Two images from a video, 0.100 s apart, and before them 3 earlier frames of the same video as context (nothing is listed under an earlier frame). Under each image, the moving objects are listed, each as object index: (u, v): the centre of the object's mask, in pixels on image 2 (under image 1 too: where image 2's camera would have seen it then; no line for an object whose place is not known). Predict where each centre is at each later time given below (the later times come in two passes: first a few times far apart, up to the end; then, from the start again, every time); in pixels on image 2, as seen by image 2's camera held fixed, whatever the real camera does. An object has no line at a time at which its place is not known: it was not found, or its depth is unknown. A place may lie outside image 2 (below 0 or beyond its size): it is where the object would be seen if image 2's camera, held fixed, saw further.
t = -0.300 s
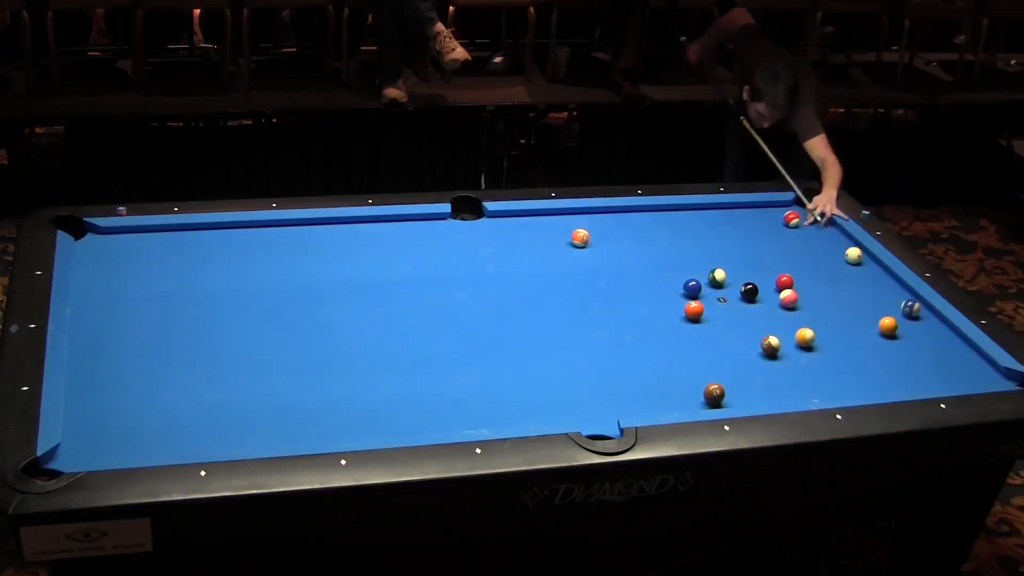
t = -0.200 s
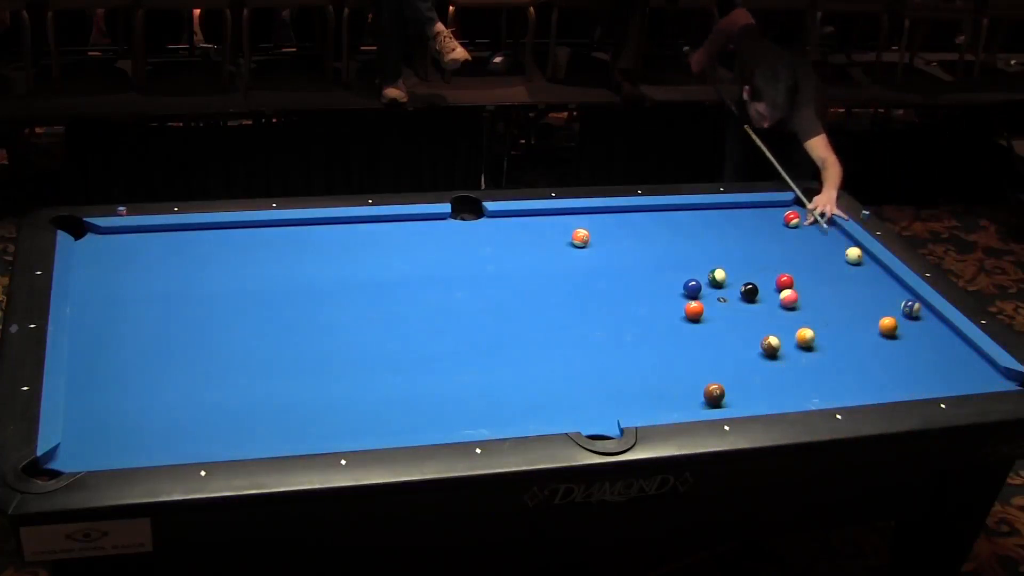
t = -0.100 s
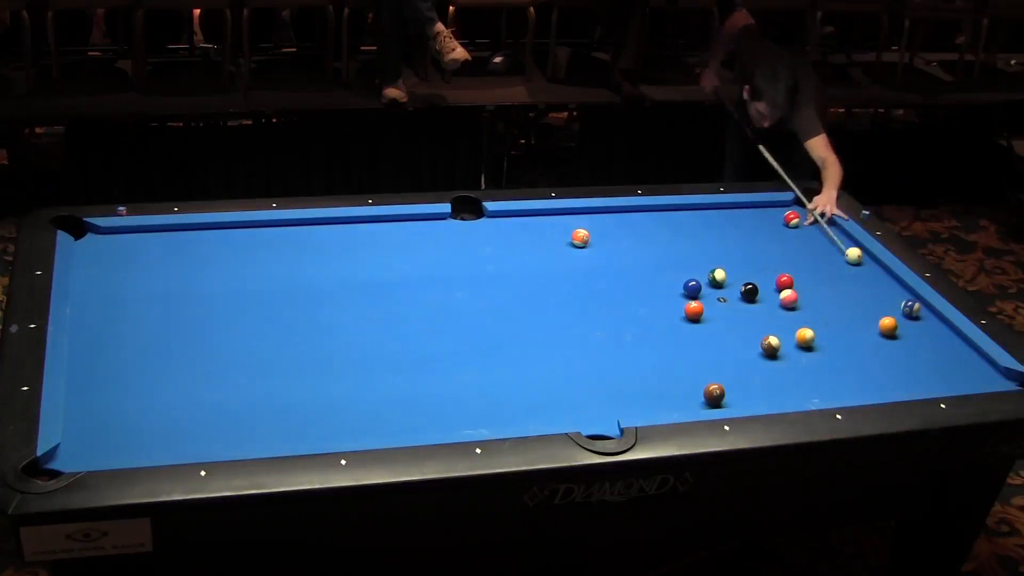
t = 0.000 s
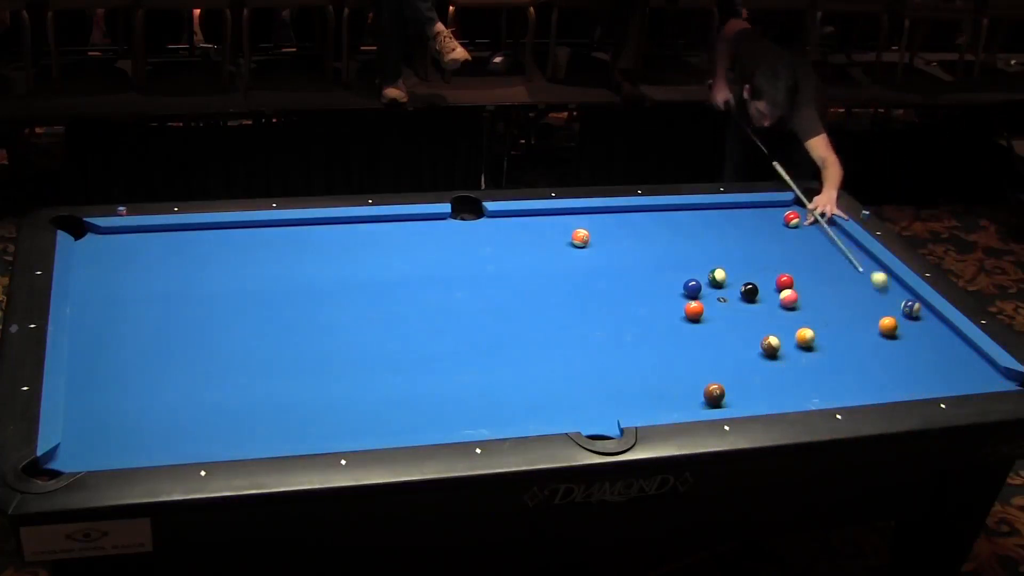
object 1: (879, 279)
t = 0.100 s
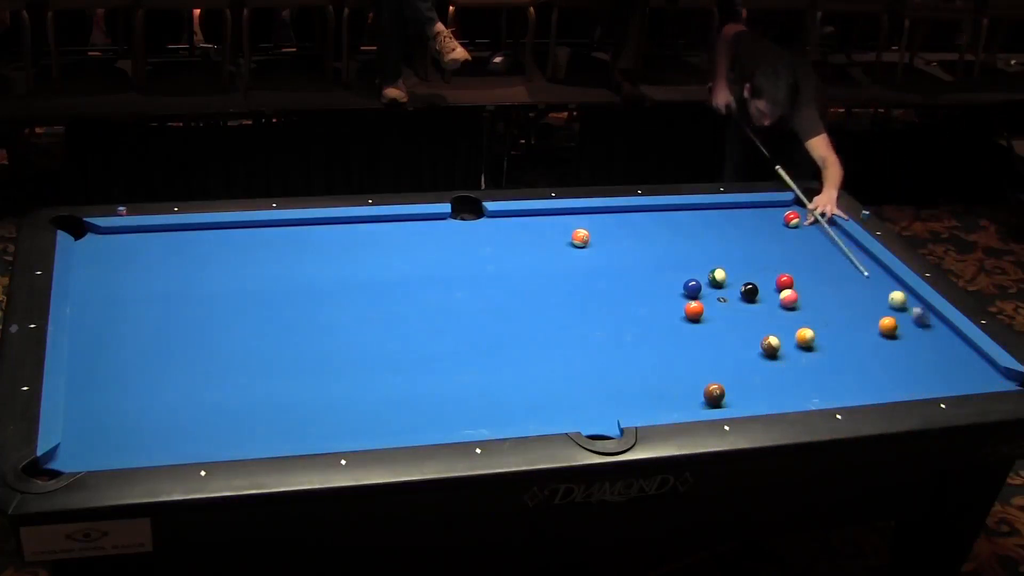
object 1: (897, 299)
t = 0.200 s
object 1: (892, 299)
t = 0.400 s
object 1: (881, 298)
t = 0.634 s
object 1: (870, 297)
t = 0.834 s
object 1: (862, 295)
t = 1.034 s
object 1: (855, 294)
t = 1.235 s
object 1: (849, 293)
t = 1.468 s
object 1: (843, 292)
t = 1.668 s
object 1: (838, 291)
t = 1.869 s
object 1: (836, 291)
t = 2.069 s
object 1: (834, 291)
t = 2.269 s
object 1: (833, 291)
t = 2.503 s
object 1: (833, 291)
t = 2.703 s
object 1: (833, 291)
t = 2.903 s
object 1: (833, 291)
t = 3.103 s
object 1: (833, 291)
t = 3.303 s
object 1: (833, 291)
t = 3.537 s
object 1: (833, 291)
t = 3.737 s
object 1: (833, 291)
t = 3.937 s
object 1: (833, 291)
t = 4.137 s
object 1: (833, 291)
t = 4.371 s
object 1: (833, 291)
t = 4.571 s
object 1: (833, 291)
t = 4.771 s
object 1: (833, 291)
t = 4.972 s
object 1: (833, 291)
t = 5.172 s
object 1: (833, 291)
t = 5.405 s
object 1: (833, 291)
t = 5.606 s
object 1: (833, 291)
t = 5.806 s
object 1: (833, 291)
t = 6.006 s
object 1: (833, 291)
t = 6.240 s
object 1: (833, 291)
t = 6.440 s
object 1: (832, 291)
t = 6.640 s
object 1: (833, 291)
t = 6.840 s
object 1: (833, 291)
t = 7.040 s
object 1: (833, 291)
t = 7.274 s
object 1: (833, 291)
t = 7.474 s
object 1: (833, 291)
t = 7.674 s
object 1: (833, 291)
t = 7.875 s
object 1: (833, 291)
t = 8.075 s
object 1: (833, 291)
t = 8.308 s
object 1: (833, 291)
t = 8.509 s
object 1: (833, 291)
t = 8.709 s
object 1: (833, 291)
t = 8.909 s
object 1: (833, 291)
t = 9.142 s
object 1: (833, 291)
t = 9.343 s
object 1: (833, 291)
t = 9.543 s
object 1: (833, 291)
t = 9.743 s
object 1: (833, 291)
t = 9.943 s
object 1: (833, 291)
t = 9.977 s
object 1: (833, 291)
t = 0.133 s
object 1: (896, 299)
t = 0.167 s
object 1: (893, 299)
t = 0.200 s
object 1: (892, 299)
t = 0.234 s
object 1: (890, 299)
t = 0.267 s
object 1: (888, 299)
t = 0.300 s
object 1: (886, 298)
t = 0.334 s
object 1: (885, 298)
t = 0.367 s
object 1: (883, 298)
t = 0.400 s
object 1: (881, 298)
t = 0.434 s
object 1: (879, 298)
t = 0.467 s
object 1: (878, 297)
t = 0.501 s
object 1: (876, 298)
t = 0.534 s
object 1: (875, 297)
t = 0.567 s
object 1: (873, 297)
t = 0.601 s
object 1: (872, 297)
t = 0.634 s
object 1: (870, 297)
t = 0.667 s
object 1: (869, 296)
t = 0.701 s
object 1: (868, 296)
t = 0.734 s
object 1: (866, 296)
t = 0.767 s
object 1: (865, 296)
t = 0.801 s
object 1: (863, 295)
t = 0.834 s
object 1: (862, 295)
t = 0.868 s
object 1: (861, 295)
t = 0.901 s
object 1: (860, 295)
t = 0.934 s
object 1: (858, 295)
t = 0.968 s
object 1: (857, 294)
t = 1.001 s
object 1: (856, 294)
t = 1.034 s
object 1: (855, 294)
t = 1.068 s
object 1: (854, 294)
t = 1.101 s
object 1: (852, 294)
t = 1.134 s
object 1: (851, 293)
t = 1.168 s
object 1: (851, 293)
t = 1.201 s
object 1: (849, 293)
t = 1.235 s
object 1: (849, 293)
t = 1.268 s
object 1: (848, 293)
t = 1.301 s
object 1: (847, 293)
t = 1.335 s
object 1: (846, 292)
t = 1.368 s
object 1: (845, 292)
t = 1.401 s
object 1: (844, 292)
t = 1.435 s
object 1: (844, 292)
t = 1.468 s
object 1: (843, 292)
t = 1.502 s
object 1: (842, 292)
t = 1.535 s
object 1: (841, 292)
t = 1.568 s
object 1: (841, 291)
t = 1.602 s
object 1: (840, 291)
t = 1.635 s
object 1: (839, 291)
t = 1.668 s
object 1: (838, 291)
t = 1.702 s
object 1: (838, 291)
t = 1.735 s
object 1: (837, 291)
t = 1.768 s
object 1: (837, 291)
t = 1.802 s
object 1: (837, 291)
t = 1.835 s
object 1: (836, 291)
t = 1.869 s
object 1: (836, 291)
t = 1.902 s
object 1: (835, 291)
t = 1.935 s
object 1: (835, 291)
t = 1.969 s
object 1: (835, 291)
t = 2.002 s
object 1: (834, 291)
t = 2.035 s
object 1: (834, 291)
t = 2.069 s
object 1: (834, 291)
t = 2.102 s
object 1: (834, 291)
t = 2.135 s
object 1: (833, 291)
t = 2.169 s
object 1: (833, 291)
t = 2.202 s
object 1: (833, 291)
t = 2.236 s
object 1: (833, 291)
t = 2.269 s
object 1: (833, 291)
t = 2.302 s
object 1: (833, 291)
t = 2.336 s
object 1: (833, 291)
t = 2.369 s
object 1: (833, 291)
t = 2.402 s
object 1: (833, 291)
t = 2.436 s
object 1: (833, 291)
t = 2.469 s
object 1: (833, 291)
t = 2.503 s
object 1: (833, 291)
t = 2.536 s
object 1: (833, 291)
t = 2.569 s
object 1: (833, 291)
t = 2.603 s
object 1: (833, 291)
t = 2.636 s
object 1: (833, 291)
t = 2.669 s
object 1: (833, 291)
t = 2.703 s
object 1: (833, 291)
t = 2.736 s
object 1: (833, 291)
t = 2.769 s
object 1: (833, 291)
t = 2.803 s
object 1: (833, 291)
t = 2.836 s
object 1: (833, 291)
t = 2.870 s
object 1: (833, 291)
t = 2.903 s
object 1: (833, 291)
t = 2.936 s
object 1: (833, 291)
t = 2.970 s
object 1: (833, 291)
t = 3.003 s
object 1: (833, 291)
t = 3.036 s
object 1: (833, 291)
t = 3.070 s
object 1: (833, 291)
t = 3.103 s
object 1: (833, 291)
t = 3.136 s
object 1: (833, 291)
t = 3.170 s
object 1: (833, 291)
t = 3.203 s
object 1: (833, 291)
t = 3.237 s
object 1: (833, 291)
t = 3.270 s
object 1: (833, 291)
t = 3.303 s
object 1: (833, 291)
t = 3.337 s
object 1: (833, 291)
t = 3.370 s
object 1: (832, 291)
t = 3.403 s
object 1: (833, 291)
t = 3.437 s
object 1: (833, 291)
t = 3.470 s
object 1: (833, 291)
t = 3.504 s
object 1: (833, 291)
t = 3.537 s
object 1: (833, 291)
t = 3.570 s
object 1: (832, 291)
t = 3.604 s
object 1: (833, 291)
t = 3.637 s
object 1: (833, 291)
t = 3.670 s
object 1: (833, 291)
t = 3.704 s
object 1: (833, 291)
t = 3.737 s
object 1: (833, 291)
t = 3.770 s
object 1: (833, 291)
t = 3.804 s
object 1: (833, 291)
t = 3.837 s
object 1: (833, 291)
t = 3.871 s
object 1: (833, 291)
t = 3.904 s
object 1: (833, 291)
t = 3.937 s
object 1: (833, 291)
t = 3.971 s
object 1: (833, 291)
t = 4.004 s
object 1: (833, 291)
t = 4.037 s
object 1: (833, 291)
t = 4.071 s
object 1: (833, 291)
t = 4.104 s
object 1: (833, 291)
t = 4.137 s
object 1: (833, 291)
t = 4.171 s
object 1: (833, 291)
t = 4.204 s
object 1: (833, 291)
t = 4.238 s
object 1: (833, 291)
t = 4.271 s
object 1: (833, 291)
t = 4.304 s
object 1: (833, 291)
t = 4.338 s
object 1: (833, 291)
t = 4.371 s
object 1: (833, 291)
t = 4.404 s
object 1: (833, 291)
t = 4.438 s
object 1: (833, 291)
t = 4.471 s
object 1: (833, 291)
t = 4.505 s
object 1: (833, 291)
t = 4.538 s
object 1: (833, 291)
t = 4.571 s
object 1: (833, 291)
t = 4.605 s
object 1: (833, 291)
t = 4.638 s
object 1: (833, 291)
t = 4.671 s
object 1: (833, 291)
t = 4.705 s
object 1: (833, 291)
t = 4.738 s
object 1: (833, 291)
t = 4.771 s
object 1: (833, 291)
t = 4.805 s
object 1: (833, 291)
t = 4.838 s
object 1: (833, 291)
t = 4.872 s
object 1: (833, 291)
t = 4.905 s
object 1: (833, 291)
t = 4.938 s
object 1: (833, 291)
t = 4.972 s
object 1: (833, 291)
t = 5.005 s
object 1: (833, 291)
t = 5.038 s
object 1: (833, 291)
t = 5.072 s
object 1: (833, 291)
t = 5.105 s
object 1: (833, 291)
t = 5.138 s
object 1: (833, 291)
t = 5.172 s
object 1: (833, 291)
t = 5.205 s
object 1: (833, 291)
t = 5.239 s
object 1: (833, 291)
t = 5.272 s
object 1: (833, 291)
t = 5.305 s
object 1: (833, 291)
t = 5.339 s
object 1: (833, 291)
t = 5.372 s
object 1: (833, 291)
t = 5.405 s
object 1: (833, 291)
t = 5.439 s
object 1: (833, 291)
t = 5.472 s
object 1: (833, 291)
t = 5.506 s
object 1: (833, 291)
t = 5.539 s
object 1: (833, 291)
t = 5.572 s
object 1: (833, 291)
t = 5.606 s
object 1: (833, 291)
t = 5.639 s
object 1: (833, 291)
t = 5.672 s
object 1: (833, 291)
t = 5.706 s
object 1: (833, 291)
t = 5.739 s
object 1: (833, 291)
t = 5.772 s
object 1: (833, 291)
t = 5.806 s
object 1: (833, 291)
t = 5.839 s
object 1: (833, 291)
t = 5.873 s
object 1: (833, 291)
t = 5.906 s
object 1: (833, 291)
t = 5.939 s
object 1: (833, 291)
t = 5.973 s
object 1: (833, 291)
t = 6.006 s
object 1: (833, 291)
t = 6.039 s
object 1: (833, 291)
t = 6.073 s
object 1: (833, 291)
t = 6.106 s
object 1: (833, 291)
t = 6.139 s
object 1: (833, 291)
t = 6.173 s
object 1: (833, 291)
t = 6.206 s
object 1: (833, 291)
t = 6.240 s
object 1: (833, 291)
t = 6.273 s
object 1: (833, 291)
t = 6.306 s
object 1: (833, 291)
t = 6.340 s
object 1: (833, 291)
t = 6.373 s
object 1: (833, 291)
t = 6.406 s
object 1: (832, 291)
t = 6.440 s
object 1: (832, 291)
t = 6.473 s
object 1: (833, 291)
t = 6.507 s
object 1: (833, 291)
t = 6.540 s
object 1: (833, 291)
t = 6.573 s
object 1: (833, 291)
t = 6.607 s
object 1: (833, 291)
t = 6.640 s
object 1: (833, 291)
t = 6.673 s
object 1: (832, 291)
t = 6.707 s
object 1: (833, 291)
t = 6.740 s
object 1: (833, 291)
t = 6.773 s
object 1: (833, 291)
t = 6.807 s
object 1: (833, 291)
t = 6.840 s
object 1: (833, 291)
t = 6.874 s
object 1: (833, 291)
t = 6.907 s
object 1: (833, 291)
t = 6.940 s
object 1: (833, 291)
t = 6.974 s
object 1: (833, 291)
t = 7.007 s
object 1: (833, 291)
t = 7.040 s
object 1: (833, 291)
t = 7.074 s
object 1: (832, 291)
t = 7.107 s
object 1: (832, 291)
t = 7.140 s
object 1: (833, 291)
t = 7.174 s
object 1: (833, 291)
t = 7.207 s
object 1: (833, 291)
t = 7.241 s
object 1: (833, 291)
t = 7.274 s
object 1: (833, 291)
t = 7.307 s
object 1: (833, 291)
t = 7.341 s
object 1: (833, 291)
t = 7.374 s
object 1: (833, 291)
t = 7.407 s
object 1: (833, 291)
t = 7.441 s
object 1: (833, 291)
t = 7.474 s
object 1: (833, 291)
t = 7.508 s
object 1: (833, 291)
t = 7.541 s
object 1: (833, 291)
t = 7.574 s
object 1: (833, 291)
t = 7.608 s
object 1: (833, 291)
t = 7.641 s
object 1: (833, 291)
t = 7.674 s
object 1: (833, 291)
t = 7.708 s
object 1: (833, 291)
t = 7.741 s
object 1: (833, 291)
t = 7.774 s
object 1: (833, 291)
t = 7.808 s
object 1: (833, 291)
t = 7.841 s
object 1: (833, 291)
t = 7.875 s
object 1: (833, 291)
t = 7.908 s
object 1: (833, 291)
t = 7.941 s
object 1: (833, 291)
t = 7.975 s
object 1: (833, 291)
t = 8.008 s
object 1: (833, 291)
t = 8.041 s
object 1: (833, 291)
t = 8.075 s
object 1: (833, 291)
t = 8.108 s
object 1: (833, 291)
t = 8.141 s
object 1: (833, 291)
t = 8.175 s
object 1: (833, 291)
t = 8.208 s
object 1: (833, 291)
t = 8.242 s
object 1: (833, 291)
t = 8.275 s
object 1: (833, 291)
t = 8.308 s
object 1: (833, 291)
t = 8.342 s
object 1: (833, 291)
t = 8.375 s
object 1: (833, 291)
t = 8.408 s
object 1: (833, 291)
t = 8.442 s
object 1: (833, 291)
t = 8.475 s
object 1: (833, 291)
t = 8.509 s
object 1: (833, 291)
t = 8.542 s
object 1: (833, 291)
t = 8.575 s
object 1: (833, 291)
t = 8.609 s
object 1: (833, 291)
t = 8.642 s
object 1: (833, 291)
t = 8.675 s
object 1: (833, 291)
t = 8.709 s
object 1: (833, 291)
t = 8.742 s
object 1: (833, 291)
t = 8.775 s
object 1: (833, 291)
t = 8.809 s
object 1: (833, 291)
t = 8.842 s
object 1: (833, 291)
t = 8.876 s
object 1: (833, 291)
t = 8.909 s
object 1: (833, 291)
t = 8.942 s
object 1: (833, 291)
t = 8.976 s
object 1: (833, 291)
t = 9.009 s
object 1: (833, 291)
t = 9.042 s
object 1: (833, 291)
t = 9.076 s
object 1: (833, 291)
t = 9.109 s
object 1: (833, 291)
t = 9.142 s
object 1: (833, 291)
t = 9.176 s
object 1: (833, 291)
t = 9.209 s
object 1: (833, 291)
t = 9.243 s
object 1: (833, 291)
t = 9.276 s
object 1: (833, 291)
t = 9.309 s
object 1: (833, 291)
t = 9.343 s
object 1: (833, 291)
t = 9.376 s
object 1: (833, 291)
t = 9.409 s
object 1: (833, 291)
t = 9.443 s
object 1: (833, 291)
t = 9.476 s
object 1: (833, 291)
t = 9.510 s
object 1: (833, 291)
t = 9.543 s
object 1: (833, 291)
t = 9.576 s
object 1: (833, 291)
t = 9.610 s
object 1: (833, 291)
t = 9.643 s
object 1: (833, 291)
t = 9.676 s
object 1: (833, 291)
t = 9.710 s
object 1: (833, 291)
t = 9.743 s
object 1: (833, 291)
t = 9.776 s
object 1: (833, 291)
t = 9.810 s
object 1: (833, 291)
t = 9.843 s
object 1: (833, 291)
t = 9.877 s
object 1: (833, 291)
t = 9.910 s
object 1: (833, 291)
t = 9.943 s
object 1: (833, 291)
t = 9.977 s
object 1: (833, 291)
